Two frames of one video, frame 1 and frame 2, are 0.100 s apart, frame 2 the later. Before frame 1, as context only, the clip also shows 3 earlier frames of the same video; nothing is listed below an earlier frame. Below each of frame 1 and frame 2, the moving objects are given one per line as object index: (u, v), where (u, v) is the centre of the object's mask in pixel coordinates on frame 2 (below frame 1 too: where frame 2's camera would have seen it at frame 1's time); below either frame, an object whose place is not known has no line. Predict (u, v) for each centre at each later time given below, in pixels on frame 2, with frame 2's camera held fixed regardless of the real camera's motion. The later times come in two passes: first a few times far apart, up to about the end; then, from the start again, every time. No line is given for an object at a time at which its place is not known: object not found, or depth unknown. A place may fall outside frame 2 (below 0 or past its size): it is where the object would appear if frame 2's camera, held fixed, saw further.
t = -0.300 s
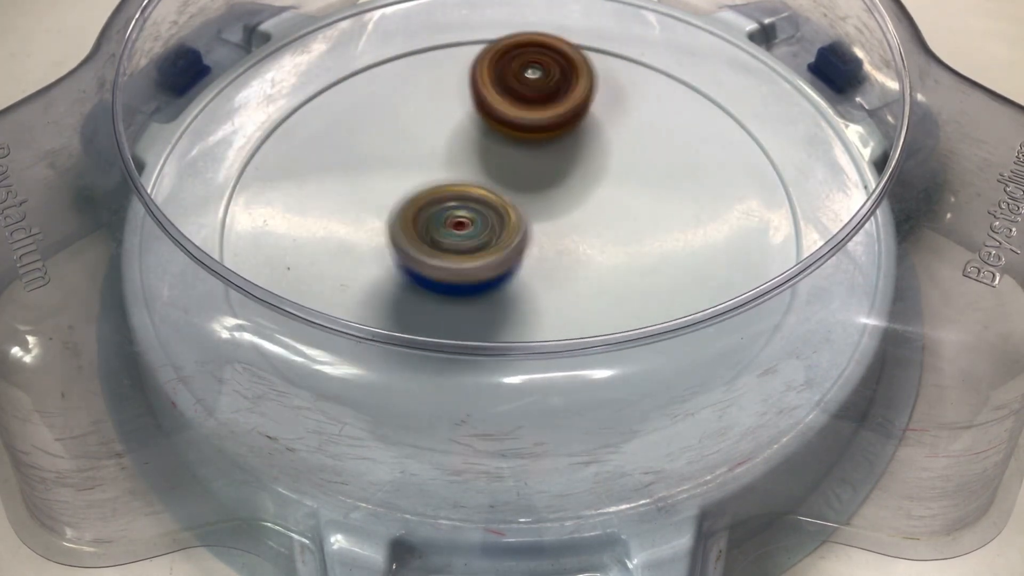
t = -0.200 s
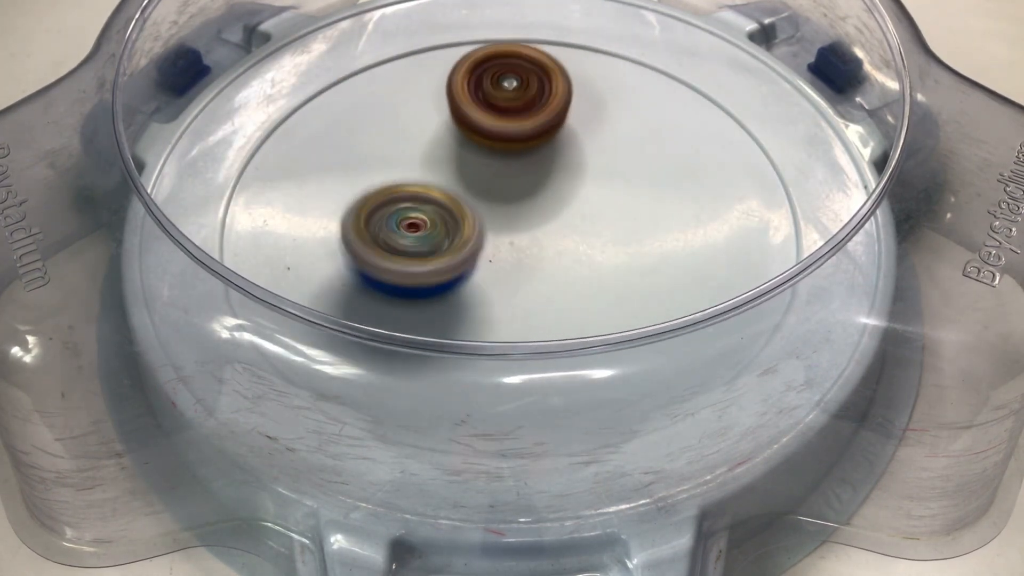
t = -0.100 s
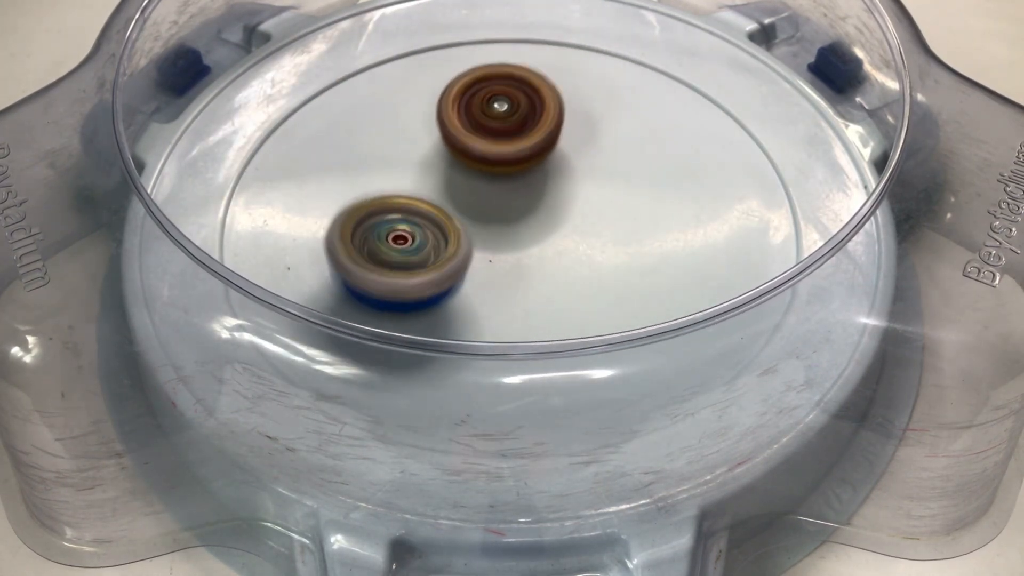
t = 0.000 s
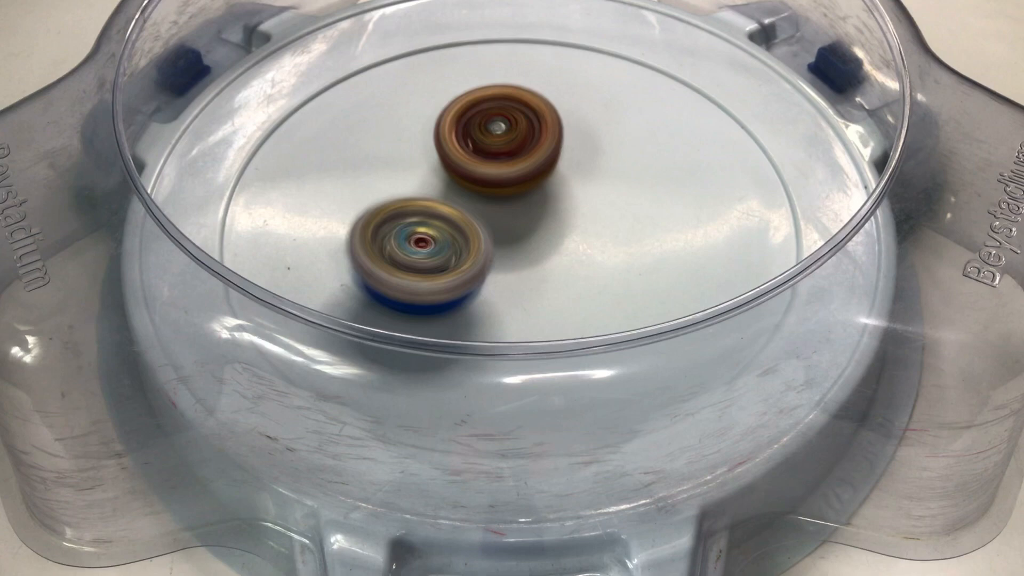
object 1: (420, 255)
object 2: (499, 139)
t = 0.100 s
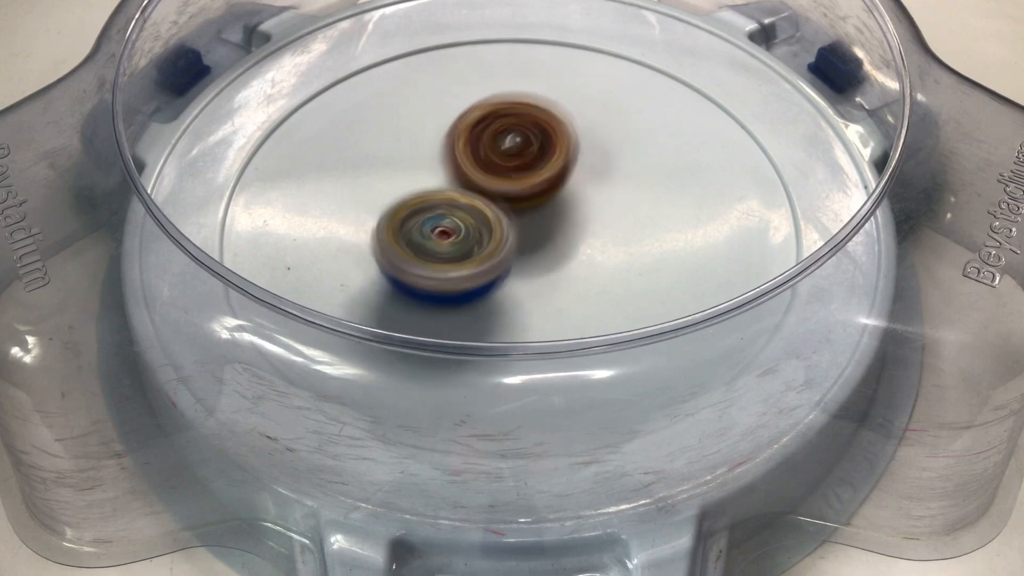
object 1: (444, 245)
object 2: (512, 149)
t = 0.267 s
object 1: (443, 297)
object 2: (586, 75)
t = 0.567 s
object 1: (526, 219)
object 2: (547, 120)
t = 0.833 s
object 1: (442, 287)
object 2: (608, 183)
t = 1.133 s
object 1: (472, 263)
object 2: (659, 255)
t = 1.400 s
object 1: (360, 218)
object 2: (593, 267)
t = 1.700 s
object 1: (396, 172)
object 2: (477, 289)
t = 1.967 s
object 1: (409, 97)
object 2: (446, 258)
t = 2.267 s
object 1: (514, 80)
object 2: (419, 222)
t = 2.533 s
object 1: (607, 50)
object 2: (468, 210)
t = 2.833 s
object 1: (680, 113)
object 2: (541, 170)
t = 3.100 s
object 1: (671, 210)
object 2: (524, 176)
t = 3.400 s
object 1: (565, 292)
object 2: (491, 176)
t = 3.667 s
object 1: (442, 286)
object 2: (460, 180)
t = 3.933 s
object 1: (359, 234)
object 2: (514, 108)
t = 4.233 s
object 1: (413, 166)
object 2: (555, 115)
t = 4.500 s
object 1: (491, 146)
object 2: (616, 188)
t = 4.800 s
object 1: (578, 123)
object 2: (627, 281)
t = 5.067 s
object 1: (587, 159)
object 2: (537, 295)
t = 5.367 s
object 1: (576, 239)
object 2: (422, 228)
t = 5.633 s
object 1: (551, 286)
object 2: (407, 147)
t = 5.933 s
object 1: (487, 251)
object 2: (480, 120)
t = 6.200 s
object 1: (427, 197)
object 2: (575, 162)
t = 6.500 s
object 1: (412, 162)
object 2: (626, 244)
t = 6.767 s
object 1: (498, 162)
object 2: (579, 286)
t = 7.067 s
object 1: (597, 159)
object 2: (465, 249)
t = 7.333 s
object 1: (610, 171)
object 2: (426, 174)
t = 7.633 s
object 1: (549, 235)
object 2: (465, 127)
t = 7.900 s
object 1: (491, 276)
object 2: (545, 157)
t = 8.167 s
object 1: (459, 259)
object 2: (608, 221)
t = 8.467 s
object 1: (415, 204)
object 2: (624, 264)
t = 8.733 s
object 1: (440, 151)
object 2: (540, 251)
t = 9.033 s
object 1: (495, 91)
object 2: (475, 218)
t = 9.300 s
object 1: (547, 119)
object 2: (442, 199)
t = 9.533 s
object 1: (559, 167)
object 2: (419, 208)
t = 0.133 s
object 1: (433, 261)
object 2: (539, 127)
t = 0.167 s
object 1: (426, 273)
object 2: (561, 108)
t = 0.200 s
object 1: (426, 283)
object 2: (576, 94)
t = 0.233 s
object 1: (430, 291)
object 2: (583, 84)
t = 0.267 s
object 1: (443, 297)
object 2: (586, 75)
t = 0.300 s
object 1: (460, 300)
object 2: (585, 69)
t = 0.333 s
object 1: (481, 299)
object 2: (583, 67)
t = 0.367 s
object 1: (498, 296)
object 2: (578, 69)
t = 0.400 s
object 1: (513, 289)
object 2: (571, 75)
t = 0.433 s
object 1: (523, 277)
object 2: (563, 83)
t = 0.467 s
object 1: (528, 263)
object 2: (556, 93)
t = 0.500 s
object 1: (531, 247)
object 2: (549, 104)
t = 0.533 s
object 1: (531, 232)
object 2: (546, 114)
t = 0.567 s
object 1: (526, 219)
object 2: (547, 120)
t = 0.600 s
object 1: (512, 223)
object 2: (556, 122)
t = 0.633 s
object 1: (494, 230)
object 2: (565, 127)
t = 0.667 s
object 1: (478, 239)
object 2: (575, 133)
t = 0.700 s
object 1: (465, 248)
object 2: (583, 141)
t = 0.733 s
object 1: (454, 258)
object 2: (589, 151)
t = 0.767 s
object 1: (446, 269)
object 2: (596, 161)
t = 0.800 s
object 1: (441, 279)
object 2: (602, 172)
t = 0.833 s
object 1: (442, 287)
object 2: (608, 183)
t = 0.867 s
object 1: (449, 293)
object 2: (614, 194)
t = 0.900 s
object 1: (461, 298)
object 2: (619, 205)
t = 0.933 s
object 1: (476, 300)
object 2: (623, 216)
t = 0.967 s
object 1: (493, 298)
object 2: (627, 226)
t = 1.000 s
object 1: (509, 294)
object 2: (632, 235)
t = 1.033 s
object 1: (511, 288)
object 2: (642, 242)
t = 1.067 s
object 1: (501, 279)
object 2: (652, 246)
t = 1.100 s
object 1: (487, 270)
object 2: (657, 250)
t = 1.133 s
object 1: (472, 263)
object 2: (659, 255)
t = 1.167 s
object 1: (456, 256)
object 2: (657, 257)
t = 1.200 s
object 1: (440, 249)
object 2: (653, 260)
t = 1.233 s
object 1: (425, 242)
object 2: (647, 262)
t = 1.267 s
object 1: (410, 236)
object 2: (638, 262)
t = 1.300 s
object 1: (396, 230)
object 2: (628, 263)
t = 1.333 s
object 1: (382, 225)
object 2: (618, 264)
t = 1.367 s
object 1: (370, 221)
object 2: (606, 265)
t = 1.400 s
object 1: (360, 218)
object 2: (593, 267)
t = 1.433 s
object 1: (355, 217)
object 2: (579, 269)
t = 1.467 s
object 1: (354, 217)
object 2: (564, 271)
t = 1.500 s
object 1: (357, 216)
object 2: (548, 273)
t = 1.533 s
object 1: (363, 215)
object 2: (532, 274)
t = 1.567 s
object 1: (372, 213)
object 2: (515, 275)
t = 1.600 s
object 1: (384, 208)
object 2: (499, 277)
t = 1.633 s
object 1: (390, 196)
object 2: (492, 284)
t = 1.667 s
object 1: (394, 184)
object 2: (484, 288)
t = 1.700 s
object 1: (396, 172)
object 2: (477, 289)
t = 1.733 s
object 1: (397, 161)
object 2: (470, 289)
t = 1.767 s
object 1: (399, 149)
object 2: (465, 287)
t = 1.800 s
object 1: (400, 138)
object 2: (460, 285)
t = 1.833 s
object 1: (402, 127)
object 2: (457, 280)
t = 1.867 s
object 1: (403, 118)
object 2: (454, 276)
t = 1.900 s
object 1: (405, 109)
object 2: (451, 270)
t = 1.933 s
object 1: (407, 102)
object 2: (448, 264)
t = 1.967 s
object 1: (409, 97)
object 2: (446, 258)
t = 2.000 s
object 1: (413, 94)
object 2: (444, 251)
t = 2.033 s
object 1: (417, 93)
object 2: (442, 244)
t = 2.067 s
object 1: (422, 94)
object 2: (440, 236)
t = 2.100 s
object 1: (430, 98)
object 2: (438, 228)
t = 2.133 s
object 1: (439, 101)
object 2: (436, 219)
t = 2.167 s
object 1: (452, 105)
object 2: (433, 211)
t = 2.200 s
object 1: (476, 100)
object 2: (427, 212)
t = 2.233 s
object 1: (497, 88)
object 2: (421, 220)
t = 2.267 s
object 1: (514, 80)
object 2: (419, 222)
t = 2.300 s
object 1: (525, 74)
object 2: (421, 223)
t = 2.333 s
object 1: (535, 68)
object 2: (425, 223)
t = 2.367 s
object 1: (546, 62)
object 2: (430, 222)
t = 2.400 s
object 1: (558, 58)
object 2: (435, 222)
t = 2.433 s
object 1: (570, 55)
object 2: (442, 221)
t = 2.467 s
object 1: (582, 52)
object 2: (451, 218)
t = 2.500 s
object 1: (594, 51)
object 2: (459, 214)
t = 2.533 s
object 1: (607, 50)
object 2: (468, 210)
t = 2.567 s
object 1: (620, 51)
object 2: (477, 206)
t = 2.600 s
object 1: (631, 52)
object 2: (485, 201)
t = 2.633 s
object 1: (642, 56)
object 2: (495, 196)
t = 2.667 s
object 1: (653, 61)
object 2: (504, 190)
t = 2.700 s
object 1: (662, 69)
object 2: (512, 186)
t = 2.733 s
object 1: (668, 79)
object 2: (520, 181)
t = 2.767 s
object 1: (674, 90)
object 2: (527, 177)
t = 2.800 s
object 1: (678, 101)
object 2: (535, 174)
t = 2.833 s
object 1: (680, 113)
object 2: (541, 170)
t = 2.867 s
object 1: (681, 125)
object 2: (546, 168)
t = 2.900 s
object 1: (685, 137)
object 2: (544, 168)
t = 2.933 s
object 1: (686, 151)
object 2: (537, 169)
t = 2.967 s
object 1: (687, 162)
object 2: (534, 169)
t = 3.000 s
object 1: (685, 173)
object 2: (530, 170)
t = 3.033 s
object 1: (682, 186)
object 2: (528, 172)
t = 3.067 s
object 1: (677, 197)
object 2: (525, 174)
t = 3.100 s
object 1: (671, 210)
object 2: (524, 176)
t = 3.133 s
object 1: (663, 221)
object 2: (523, 179)
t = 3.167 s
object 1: (655, 231)
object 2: (522, 181)
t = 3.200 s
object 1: (644, 241)
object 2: (521, 184)
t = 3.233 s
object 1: (632, 251)
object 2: (520, 187)
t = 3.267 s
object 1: (619, 258)
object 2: (519, 190)
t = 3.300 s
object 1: (605, 267)
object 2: (517, 191)
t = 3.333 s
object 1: (595, 281)
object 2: (508, 184)
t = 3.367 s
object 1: (581, 287)
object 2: (500, 179)
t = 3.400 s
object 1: (565, 292)
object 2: (491, 176)
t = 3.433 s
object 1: (551, 295)
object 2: (483, 175)
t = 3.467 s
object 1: (534, 298)
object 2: (475, 174)
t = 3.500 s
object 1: (519, 299)
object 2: (467, 174)
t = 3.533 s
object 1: (503, 298)
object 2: (464, 174)
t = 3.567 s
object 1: (487, 297)
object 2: (461, 174)
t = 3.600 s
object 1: (472, 295)
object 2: (460, 176)
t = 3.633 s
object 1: (456, 291)
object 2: (459, 177)
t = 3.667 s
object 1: (442, 286)
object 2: (460, 180)
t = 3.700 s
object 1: (430, 278)
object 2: (462, 180)
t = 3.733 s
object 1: (414, 276)
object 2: (468, 175)
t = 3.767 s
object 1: (394, 276)
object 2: (479, 159)
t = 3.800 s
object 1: (381, 270)
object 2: (487, 145)
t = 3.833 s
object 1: (373, 261)
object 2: (493, 132)
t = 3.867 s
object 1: (367, 253)
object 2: (501, 123)
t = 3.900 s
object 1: (361, 244)
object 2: (507, 115)
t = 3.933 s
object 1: (359, 234)
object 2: (514, 108)
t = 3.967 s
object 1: (358, 224)
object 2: (519, 102)
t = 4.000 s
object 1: (359, 215)
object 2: (524, 98)
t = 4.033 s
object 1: (363, 206)
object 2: (530, 96)
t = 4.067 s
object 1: (368, 197)
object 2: (534, 95)
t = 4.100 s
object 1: (375, 189)
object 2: (538, 97)
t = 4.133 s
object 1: (383, 182)
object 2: (543, 101)
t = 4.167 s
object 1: (392, 176)
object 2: (546, 104)
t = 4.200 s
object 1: (402, 171)
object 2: (550, 108)
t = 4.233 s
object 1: (413, 166)
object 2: (555, 115)
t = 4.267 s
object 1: (424, 161)
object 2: (561, 121)
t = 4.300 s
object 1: (436, 159)
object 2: (566, 128)
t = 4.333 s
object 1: (442, 154)
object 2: (575, 137)
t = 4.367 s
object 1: (446, 152)
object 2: (586, 145)
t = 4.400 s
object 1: (457, 150)
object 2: (593, 154)
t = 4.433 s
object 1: (468, 149)
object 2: (602, 166)
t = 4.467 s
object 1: (480, 148)
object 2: (610, 176)
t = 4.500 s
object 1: (491, 146)
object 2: (616, 188)
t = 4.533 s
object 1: (501, 144)
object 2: (625, 203)
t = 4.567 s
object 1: (512, 140)
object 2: (631, 216)
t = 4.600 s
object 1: (521, 137)
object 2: (633, 228)
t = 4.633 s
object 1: (534, 134)
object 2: (637, 239)
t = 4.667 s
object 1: (544, 131)
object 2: (638, 249)
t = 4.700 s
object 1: (553, 128)
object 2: (637, 260)
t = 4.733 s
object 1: (564, 125)
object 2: (637, 269)
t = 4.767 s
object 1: (572, 124)
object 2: (633, 276)
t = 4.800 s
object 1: (578, 123)
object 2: (627, 281)
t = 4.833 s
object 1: (582, 122)
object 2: (621, 286)
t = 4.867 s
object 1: (585, 124)
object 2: (612, 290)
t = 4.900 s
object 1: (588, 125)
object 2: (602, 293)
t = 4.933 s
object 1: (587, 129)
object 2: (591, 295)
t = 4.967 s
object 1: (587, 134)
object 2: (578, 297)
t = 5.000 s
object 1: (588, 141)
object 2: (566, 297)
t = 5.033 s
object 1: (587, 150)
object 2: (552, 297)
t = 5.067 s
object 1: (587, 159)
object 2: (537, 295)
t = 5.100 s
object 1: (588, 167)
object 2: (522, 293)
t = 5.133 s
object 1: (586, 177)
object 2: (505, 288)
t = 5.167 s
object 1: (586, 186)
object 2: (490, 282)
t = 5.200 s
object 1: (585, 194)
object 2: (476, 273)
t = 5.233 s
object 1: (583, 205)
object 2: (463, 266)
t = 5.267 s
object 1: (582, 213)
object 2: (451, 258)
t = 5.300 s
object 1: (581, 222)
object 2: (439, 249)
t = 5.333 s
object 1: (578, 231)
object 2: (430, 239)
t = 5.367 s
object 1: (576, 239)
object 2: (422, 228)
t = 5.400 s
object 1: (574, 248)
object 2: (415, 218)
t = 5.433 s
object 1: (570, 257)
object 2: (411, 208)
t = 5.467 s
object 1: (568, 264)
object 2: (406, 197)
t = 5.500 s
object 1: (564, 272)
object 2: (404, 186)
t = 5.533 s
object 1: (561, 278)
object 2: (404, 175)
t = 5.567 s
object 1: (559, 282)
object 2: (403, 166)
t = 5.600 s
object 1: (555, 285)
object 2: (405, 156)
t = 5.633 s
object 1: (551, 286)
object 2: (407, 147)
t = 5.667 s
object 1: (549, 286)
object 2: (411, 140)
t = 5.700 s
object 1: (545, 285)
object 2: (416, 134)
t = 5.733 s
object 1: (538, 283)
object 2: (422, 128)
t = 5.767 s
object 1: (532, 278)
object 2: (431, 125)
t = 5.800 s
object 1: (524, 275)
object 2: (438, 121)
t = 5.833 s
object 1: (515, 268)
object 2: (447, 121)
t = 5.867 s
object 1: (506, 262)
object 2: (457, 118)
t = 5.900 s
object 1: (497, 257)
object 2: (466, 118)
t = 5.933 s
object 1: (487, 251)
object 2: (480, 120)
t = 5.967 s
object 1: (478, 244)
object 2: (490, 122)
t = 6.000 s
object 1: (470, 237)
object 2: (503, 126)
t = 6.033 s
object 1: (460, 231)
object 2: (515, 131)
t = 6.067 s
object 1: (454, 225)
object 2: (528, 136)
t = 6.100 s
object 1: (446, 218)
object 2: (541, 141)
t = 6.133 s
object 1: (438, 211)
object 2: (553, 148)
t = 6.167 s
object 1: (433, 204)
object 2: (566, 156)
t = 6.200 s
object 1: (427, 197)
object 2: (575, 162)
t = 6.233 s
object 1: (421, 189)
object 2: (585, 171)
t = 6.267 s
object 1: (416, 183)
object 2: (594, 178)
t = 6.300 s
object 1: (412, 176)
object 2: (602, 187)
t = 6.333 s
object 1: (407, 171)
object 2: (610, 195)
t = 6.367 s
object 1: (405, 167)
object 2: (615, 206)
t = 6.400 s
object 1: (404, 164)
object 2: (620, 216)
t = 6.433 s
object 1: (404, 164)
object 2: (622, 226)
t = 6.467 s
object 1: (406, 163)
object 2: (624, 236)
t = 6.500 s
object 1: (412, 162)
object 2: (626, 244)
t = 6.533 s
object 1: (418, 164)
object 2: (624, 253)
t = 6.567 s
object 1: (428, 165)
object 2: (624, 261)
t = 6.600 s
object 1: (440, 164)
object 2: (619, 266)
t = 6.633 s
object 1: (451, 163)
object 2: (615, 273)
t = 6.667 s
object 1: (463, 164)
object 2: (608, 278)
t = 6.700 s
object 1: (474, 163)
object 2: (599, 281)
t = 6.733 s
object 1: (486, 163)
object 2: (591, 284)
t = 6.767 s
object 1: (498, 162)
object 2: (579, 286)
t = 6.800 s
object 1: (509, 162)
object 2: (569, 286)
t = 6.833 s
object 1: (521, 161)
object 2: (555, 286)
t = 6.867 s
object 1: (532, 161)
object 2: (543, 284)
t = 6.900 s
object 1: (543, 161)
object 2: (527, 280)
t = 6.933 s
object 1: (555, 161)
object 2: (514, 275)
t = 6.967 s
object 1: (566, 161)
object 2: (500, 269)
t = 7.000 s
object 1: (576, 161)
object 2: (488, 263)
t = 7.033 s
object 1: (588, 161)
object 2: (476, 256)
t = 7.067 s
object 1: (597, 159)
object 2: (465, 249)
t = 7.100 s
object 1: (605, 159)
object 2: (457, 241)
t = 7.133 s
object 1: (611, 160)
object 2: (448, 232)
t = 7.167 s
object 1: (616, 160)
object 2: (441, 223)
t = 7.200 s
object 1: (619, 160)
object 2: (435, 213)
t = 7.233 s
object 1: (619, 163)
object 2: (432, 204)
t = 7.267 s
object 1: (617, 164)
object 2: (428, 194)
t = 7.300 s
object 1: (614, 167)
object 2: (426, 184)
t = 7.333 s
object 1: (610, 171)
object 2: (426, 174)
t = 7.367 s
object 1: (604, 179)
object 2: (426, 165)
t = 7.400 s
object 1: (597, 185)
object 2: (428, 156)
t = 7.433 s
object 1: (592, 192)
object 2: (430, 148)
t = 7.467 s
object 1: (584, 199)
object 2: (435, 142)
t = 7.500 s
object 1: (578, 207)
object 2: (438, 137)
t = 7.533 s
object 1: (571, 214)
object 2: (445, 134)
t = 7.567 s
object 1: (565, 220)
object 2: (450, 130)
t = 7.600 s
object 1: (557, 228)
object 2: (458, 129)
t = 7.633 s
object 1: (549, 235)
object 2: (465, 127)
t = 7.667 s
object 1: (543, 241)
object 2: (475, 128)
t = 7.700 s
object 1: (536, 248)
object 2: (483, 128)
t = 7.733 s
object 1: (526, 254)
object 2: (493, 132)
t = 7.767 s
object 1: (519, 260)
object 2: (503, 134)
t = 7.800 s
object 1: (512, 263)
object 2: (514, 140)
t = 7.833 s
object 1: (504, 269)
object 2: (524, 144)
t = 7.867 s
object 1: (496, 274)
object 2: (535, 151)
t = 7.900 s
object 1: (491, 276)
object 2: (545, 157)
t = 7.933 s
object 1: (488, 278)
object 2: (554, 165)
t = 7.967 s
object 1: (484, 279)
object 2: (562, 172)
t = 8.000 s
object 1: (482, 278)
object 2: (570, 180)
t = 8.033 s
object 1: (480, 277)
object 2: (577, 189)
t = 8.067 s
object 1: (482, 274)
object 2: (583, 197)
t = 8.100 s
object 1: (479, 269)
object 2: (589, 205)
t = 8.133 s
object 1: (474, 264)
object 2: (595, 214)
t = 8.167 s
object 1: (459, 259)
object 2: (608, 221)
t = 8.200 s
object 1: (451, 255)
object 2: (616, 227)
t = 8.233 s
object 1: (444, 249)
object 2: (624, 234)
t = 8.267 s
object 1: (436, 243)
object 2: (629, 240)
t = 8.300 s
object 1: (430, 238)
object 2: (635, 246)
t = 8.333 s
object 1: (424, 232)
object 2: (635, 250)
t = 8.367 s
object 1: (419, 225)
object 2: (637, 254)
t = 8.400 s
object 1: (417, 218)
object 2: (633, 258)
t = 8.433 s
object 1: (415, 211)
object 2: (631, 261)
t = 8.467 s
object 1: (415, 204)
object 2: (624, 264)
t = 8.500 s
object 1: (415, 196)
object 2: (618, 266)
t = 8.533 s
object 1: (416, 189)
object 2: (607, 267)
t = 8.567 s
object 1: (418, 182)
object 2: (599, 267)
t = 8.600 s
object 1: (420, 175)
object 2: (587, 266)
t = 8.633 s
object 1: (426, 169)
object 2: (576, 263)
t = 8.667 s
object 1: (429, 163)
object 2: (563, 260)
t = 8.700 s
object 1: (435, 156)
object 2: (550, 255)
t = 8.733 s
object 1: (440, 151)
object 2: (540, 251)
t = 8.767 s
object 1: (447, 147)
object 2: (530, 244)
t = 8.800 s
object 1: (454, 142)
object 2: (521, 238)
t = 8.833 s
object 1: (464, 129)
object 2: (513, 240)
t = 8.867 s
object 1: (471, 112)
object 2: (505, 242)
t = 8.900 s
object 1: (479, 104)
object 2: (496, 238)
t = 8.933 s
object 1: (483, 101)
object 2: (490, 234)
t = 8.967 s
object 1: (485, 97)
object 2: (484, 230)
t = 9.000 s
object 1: (488, 94)
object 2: (477, 223)
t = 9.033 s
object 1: (495, 91)
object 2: (475, 218)
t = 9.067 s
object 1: (503, 90)
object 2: (470, 211)
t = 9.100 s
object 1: (509, 92)
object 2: (468, 205)
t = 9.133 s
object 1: (516, 94)
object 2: (466, 199)
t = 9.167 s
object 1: (522, 96)
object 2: (465, 192)
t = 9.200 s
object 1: (534, 98)
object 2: (456, 195)
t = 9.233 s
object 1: (544, 105)
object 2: (447, 199)
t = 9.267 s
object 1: (547, 113)
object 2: (444, 199)
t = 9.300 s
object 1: (547, 119)
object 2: (442, 199)
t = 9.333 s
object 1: (548, 124)
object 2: (441, 199)
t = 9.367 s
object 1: (549, 129)
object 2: (441, 201)
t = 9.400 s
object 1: (549, 136)
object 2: (437, 201)
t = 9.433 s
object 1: (549, 144)
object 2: (437, 200)
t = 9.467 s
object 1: (554, 153)
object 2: (429, 204)
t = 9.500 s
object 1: (560, 159)
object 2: (420, 207)
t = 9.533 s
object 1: (559, 167)
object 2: (419, 208)
